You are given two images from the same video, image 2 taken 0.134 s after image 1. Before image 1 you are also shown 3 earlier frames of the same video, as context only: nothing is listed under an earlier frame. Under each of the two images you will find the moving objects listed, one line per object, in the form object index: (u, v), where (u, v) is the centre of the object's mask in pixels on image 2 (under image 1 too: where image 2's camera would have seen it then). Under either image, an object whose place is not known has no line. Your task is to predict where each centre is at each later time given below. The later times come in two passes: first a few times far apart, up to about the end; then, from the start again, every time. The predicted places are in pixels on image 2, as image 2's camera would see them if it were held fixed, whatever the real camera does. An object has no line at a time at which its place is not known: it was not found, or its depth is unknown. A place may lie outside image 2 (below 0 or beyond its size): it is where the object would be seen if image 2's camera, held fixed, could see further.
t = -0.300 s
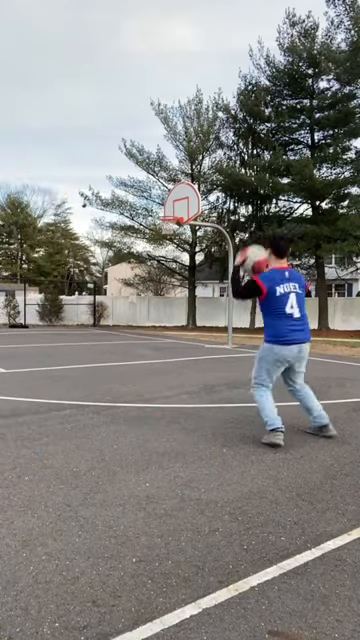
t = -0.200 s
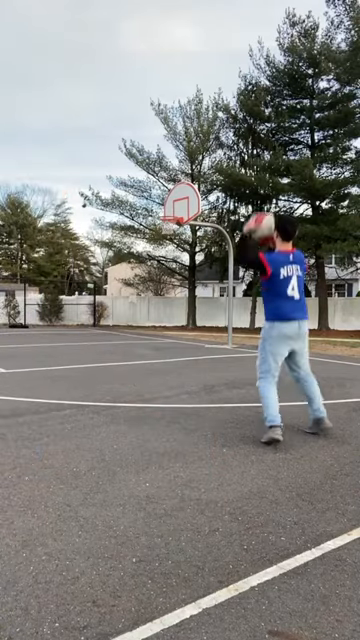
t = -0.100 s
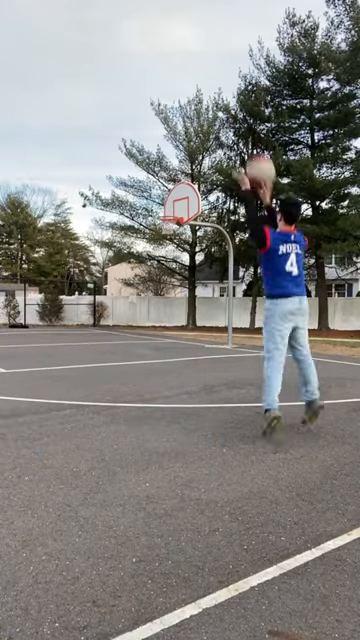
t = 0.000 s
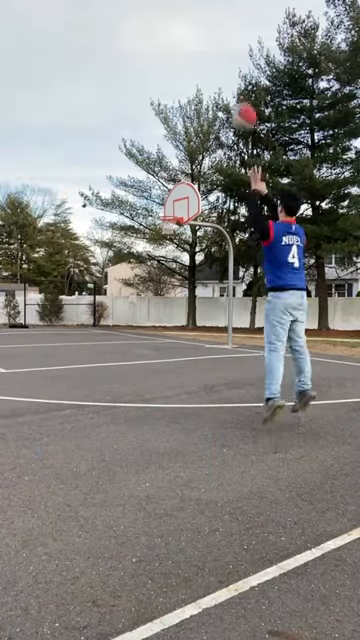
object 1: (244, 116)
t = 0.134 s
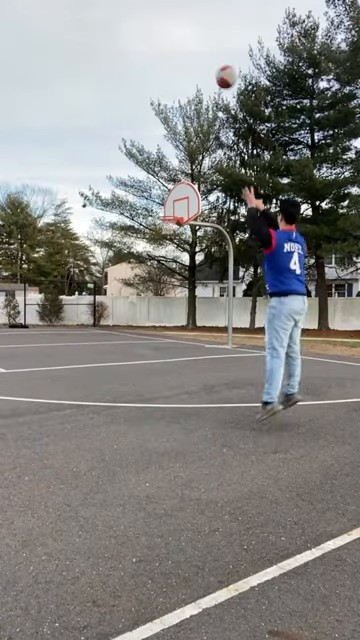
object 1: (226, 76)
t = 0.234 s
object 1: (216, 63)
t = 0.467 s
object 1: (197, 67)
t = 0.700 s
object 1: (183, 99)
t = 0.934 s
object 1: (171, 151)
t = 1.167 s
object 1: (163, 214)
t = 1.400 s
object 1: (164, 225)
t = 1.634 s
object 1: (160, 249)
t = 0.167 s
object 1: (222, 71)
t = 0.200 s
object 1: (219, 66)
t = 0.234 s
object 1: (216, 63)
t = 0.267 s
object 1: (213, 61)
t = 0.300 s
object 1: (210, 60)
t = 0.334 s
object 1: (207, 60)
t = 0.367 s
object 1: (204, 60)
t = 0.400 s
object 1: (202, 62)
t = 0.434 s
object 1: (199, 64)
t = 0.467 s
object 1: (197, 67)
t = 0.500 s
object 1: (194, 70)
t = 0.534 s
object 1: (192, 74)
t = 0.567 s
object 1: (190, 78)
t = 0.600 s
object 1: (188, 82)
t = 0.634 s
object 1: (186, 88)
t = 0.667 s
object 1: (184, 93)
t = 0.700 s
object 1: (183, 99)
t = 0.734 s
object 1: (181, 106)
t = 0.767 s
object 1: (180, 113)
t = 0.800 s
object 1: (178, 123)
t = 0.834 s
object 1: (175, 131)
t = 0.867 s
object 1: (173, 134)
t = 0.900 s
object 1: (172, 143)
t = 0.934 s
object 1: (171, 151)
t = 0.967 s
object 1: (171, 160)
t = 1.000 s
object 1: (170, 171)
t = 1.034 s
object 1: (168, 178)
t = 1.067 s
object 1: (166, 187)
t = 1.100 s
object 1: (165, 196)
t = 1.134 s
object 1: (164, 204)
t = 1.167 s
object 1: (163, 214)
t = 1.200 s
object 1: (166, 218)
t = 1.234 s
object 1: (170, 219)
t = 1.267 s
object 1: (169, 228)
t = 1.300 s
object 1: (167, 226)
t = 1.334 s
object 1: (164, 227)
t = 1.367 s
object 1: (164, 225)
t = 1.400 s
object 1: (164, 225)
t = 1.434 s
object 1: (164, 226)
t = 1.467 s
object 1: (163, 228)
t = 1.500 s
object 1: (163, 230)
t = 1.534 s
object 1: (162, 234)
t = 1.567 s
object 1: (161, 240)
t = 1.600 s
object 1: (160, 244)
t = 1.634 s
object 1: (160, 249)
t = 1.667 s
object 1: (159, 253)
